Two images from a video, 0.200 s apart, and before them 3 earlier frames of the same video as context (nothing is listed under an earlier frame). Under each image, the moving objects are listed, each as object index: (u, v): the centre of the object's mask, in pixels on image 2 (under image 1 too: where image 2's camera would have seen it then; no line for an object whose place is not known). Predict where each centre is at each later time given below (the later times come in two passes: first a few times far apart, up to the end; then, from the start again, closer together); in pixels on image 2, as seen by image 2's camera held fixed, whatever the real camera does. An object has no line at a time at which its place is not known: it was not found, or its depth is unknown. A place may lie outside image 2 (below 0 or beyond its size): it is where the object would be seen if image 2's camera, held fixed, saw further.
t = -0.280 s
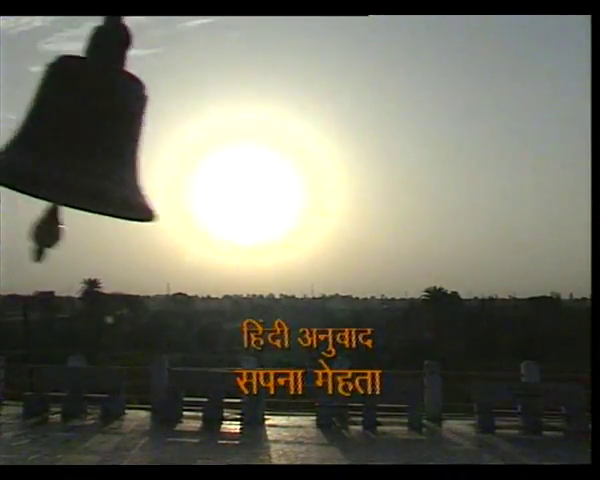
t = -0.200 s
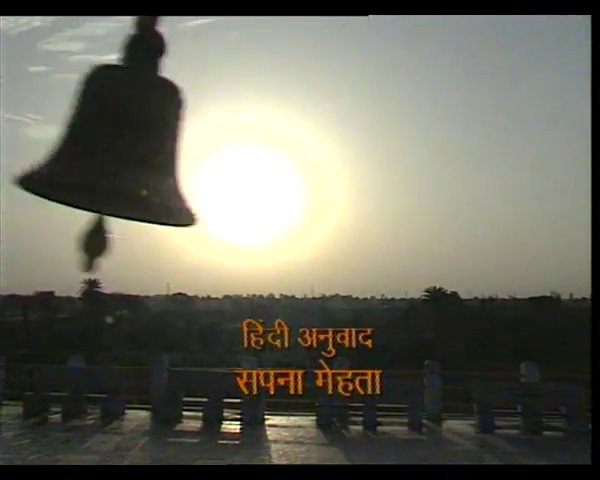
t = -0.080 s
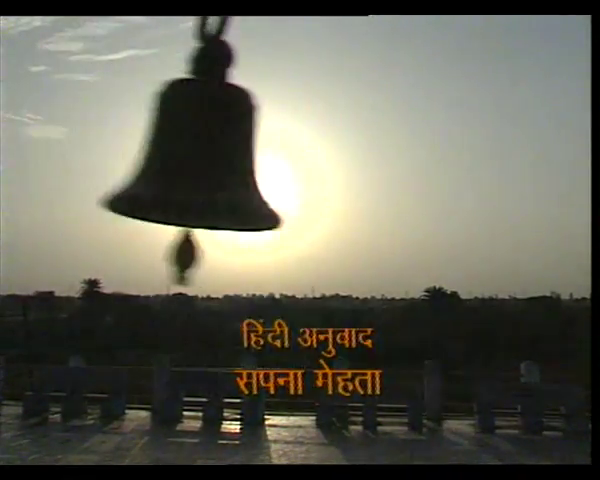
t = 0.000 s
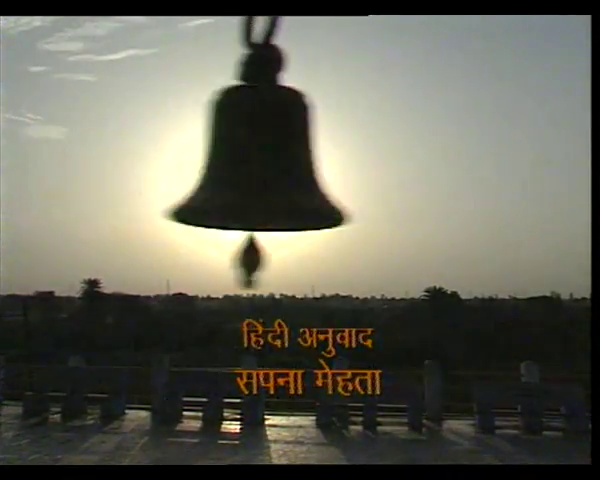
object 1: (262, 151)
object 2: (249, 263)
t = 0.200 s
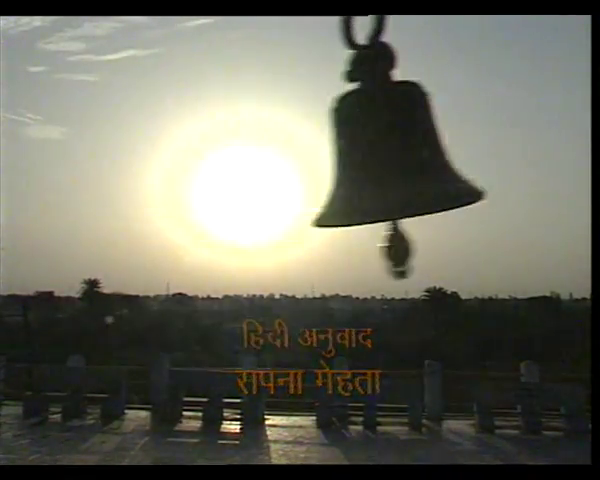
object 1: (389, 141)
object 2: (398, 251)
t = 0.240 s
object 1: (407, 138)
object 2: (420, 248)
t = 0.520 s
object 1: (442, 131)
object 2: (461, 237)
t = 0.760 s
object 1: (349, 145)
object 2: (351, 257)
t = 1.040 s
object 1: (157, 148)
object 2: (133, 251)
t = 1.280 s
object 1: (65, 124)
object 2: (18, 225)
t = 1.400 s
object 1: (70, 126)
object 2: (28, 228)
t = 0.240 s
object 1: (407, 138)
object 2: (420, 248)
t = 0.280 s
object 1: (422, 135)
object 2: (438, 243)
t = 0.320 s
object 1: (434, 133)
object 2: (453, 240)
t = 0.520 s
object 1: (442, 131)
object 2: (461, 237)
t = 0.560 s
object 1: (435, 130)
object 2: (450, 240)
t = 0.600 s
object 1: (423, 136)
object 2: (436, 243)
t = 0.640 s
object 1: (408, 140)
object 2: (420, 247)
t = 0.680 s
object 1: (390, 144)
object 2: (400, 250)
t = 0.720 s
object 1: (370, 146)
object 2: (376, 254)
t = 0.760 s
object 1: (349, 145)
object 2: (351, 257)
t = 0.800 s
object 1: (325, 145)
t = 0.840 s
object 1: (295, 154)
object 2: (293, 261)
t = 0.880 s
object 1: (267, 155)
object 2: (262, 263)
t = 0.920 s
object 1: (239, 155)
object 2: (229, 262)
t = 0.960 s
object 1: (211, 154)
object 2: (196, 259)
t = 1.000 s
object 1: (183, 151)
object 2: (163, 256)
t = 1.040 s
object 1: (157, 148)
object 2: (133, 251)
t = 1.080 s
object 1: (133, 145)
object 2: (104, 246)
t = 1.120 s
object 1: (111, 141)
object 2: (79, 241)
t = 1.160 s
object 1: (93, 136)
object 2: (57, 236)
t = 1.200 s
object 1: (80, 131)
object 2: (40, 231)
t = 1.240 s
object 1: (71, 127)
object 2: (27, 227)
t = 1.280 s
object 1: (65, 124)
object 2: (18, 225)
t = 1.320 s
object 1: (62, 122)
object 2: (15, 224)
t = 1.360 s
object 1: (64, 123)
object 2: (19, 225)
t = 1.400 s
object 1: (70, 126)
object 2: (28, 228)
